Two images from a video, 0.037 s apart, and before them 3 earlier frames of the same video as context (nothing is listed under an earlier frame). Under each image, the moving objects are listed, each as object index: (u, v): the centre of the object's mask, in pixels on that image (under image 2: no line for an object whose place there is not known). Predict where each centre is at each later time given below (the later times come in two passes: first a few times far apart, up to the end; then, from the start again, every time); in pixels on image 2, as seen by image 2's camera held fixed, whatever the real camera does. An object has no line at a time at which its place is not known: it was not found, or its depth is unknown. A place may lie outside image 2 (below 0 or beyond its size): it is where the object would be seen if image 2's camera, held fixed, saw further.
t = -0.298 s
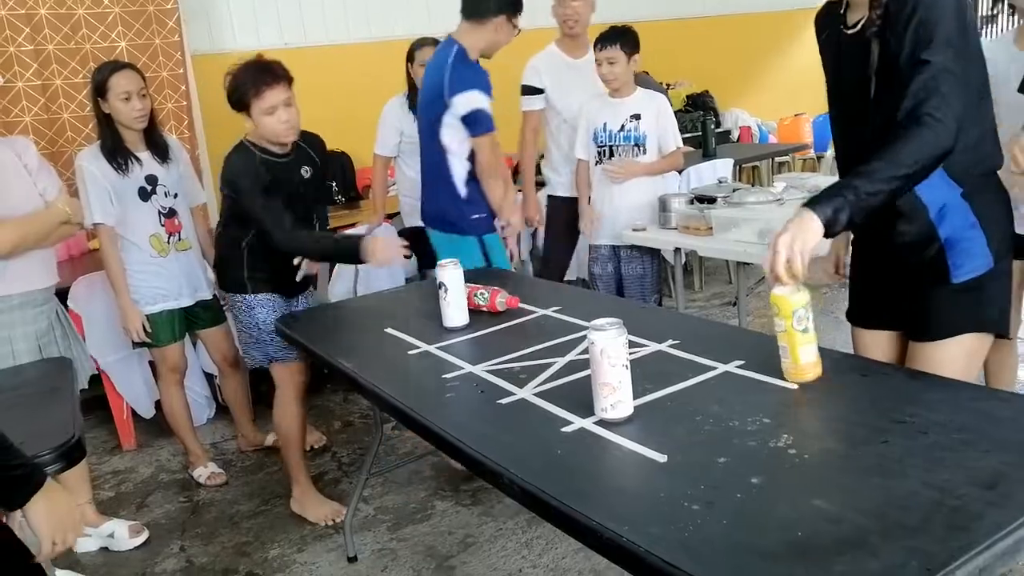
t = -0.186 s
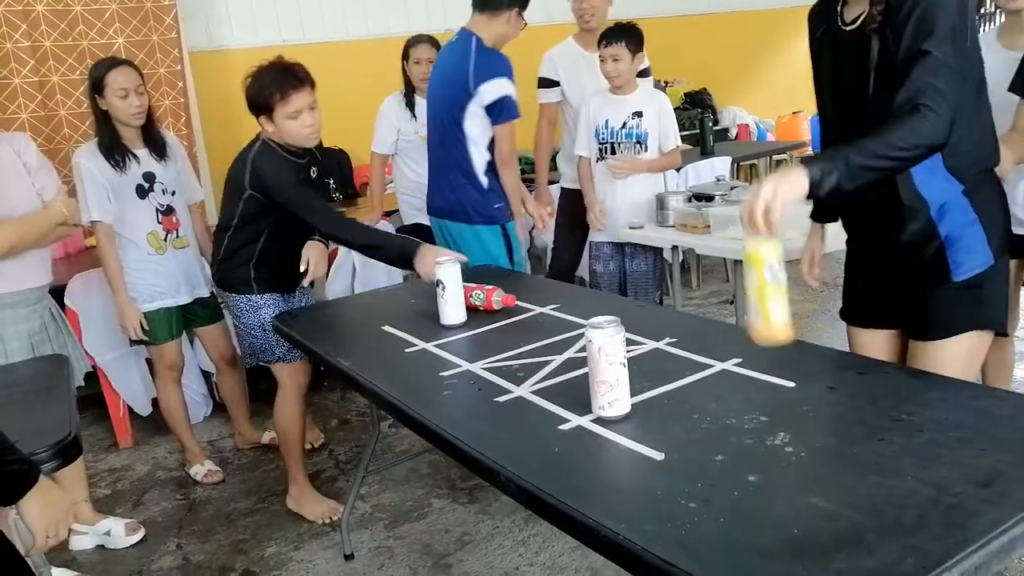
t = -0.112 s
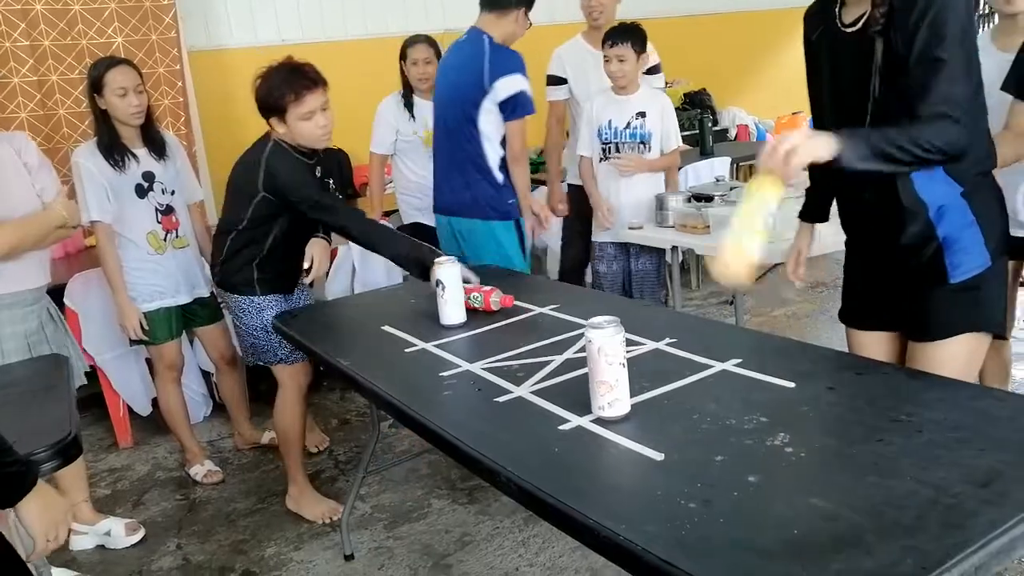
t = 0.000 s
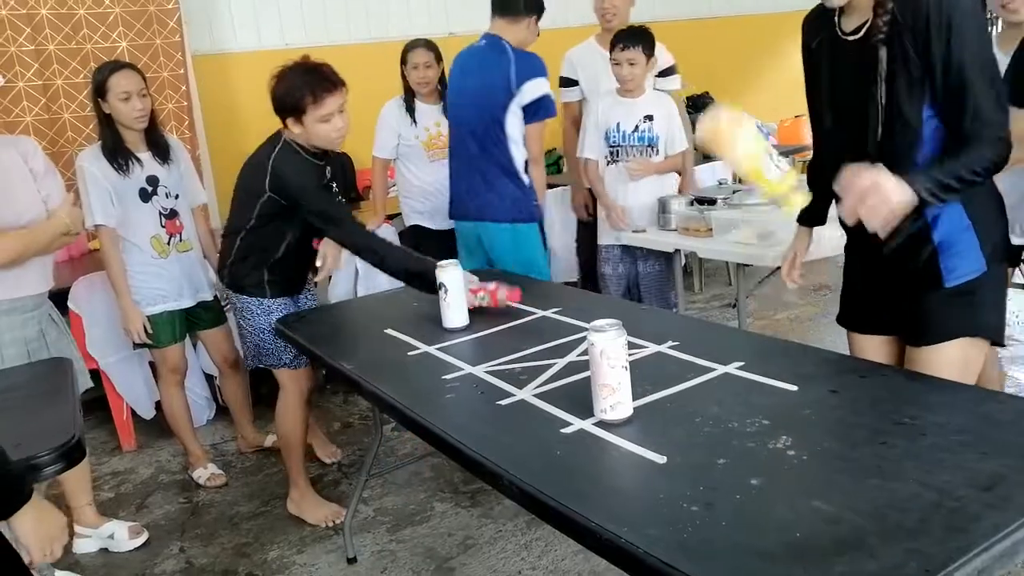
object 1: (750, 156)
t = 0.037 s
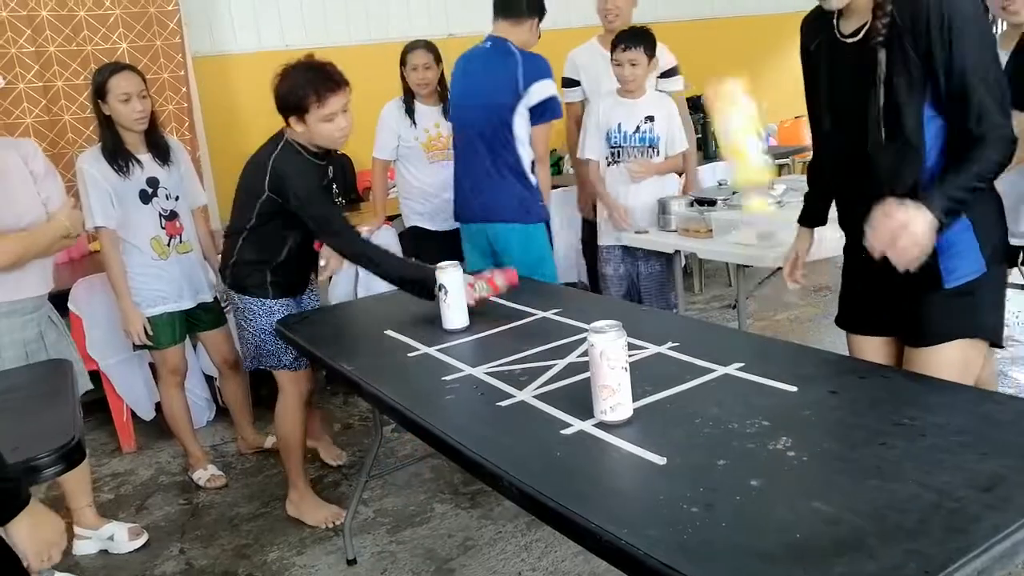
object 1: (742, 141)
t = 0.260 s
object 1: (739, 148)
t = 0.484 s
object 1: (765, 353)
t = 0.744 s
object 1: (813, 389)
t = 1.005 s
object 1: (813, 388)
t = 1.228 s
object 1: (818, 386)
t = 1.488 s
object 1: (819, 386)
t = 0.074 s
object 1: (731, 124)
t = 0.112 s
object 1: (727, 106)
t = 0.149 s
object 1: (726, 100)
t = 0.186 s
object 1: (727, 105)
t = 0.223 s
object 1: (734, 122)
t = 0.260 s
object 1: (739, 148)
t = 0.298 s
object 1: (741, 181)
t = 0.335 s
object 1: (748, 230)
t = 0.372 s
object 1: (753, 286)
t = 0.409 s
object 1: (756, 344)
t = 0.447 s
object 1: (759, 355)
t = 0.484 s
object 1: (765, 353)
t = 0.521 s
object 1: (771, 352)
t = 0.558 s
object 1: (776, 353)
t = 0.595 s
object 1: (784, 354)
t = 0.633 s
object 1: (796, 358)
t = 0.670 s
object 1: (809, 370)
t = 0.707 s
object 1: (815, 390)
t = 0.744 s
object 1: (813, 389)
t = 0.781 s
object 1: (816, 391)
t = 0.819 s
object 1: (814, 391)
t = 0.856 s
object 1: (813, 390)
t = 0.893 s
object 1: (811, 389)
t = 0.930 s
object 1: (811, 388)
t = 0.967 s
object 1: (812, 388)
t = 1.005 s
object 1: (813, 388)
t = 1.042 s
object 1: (815, 387)
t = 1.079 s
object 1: (816, 387)
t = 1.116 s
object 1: (818, 386)
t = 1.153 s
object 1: (818, 386)
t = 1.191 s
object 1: (818, 386)
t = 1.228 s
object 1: (818, 386)
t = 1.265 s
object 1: (819, 386)
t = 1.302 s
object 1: (819, 386)
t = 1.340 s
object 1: (819, 386)
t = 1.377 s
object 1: (819, 386)
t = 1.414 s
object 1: (819, 386)
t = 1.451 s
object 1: (819, 386)
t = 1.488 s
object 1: (819, 386)
